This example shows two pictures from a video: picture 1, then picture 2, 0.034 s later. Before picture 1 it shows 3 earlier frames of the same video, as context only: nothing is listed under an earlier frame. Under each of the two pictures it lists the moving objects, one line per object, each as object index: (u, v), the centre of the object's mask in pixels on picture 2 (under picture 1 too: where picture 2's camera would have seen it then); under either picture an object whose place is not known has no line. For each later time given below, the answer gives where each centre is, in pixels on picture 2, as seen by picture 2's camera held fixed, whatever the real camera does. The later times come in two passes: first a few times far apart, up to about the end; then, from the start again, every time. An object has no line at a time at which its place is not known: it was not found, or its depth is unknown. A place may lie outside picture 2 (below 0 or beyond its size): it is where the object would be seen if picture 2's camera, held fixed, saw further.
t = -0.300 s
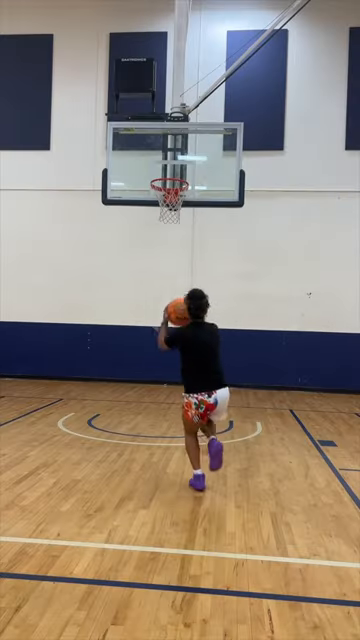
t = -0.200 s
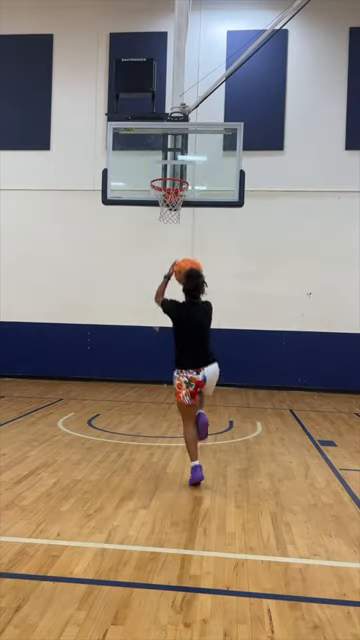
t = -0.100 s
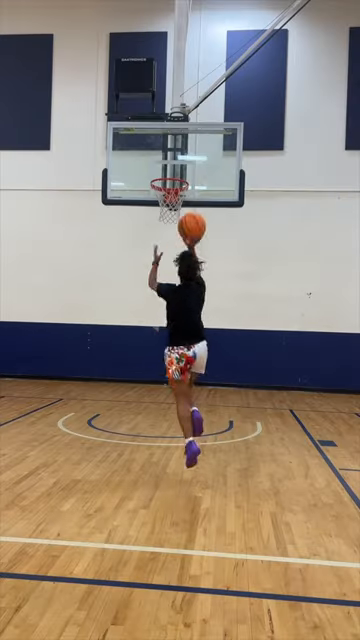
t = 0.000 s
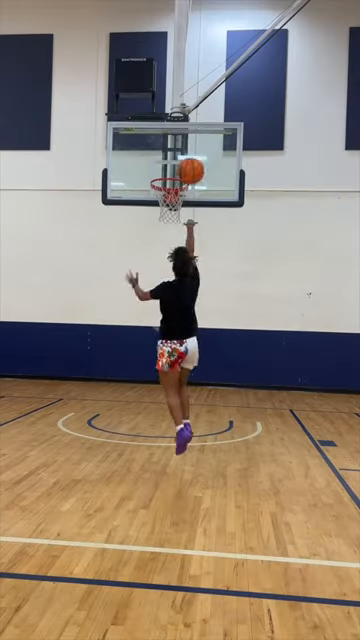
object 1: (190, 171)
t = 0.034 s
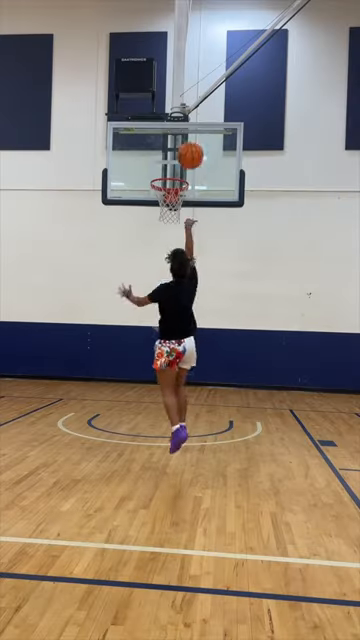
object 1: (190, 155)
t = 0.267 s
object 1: (186, 94)
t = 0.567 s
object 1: (179, 102)
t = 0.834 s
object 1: (174, 166)
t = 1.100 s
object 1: (164, 242)
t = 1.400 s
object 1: (152, 372)
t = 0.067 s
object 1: (189, 142)
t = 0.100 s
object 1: (189, 130)
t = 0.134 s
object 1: (188, 120)
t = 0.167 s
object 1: (188, 111)
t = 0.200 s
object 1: (187, 104)
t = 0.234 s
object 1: (187, 99)
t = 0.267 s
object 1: (186, 94)
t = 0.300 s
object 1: (185, 90)
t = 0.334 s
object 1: (184, 88)
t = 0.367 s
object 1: (184, 88)
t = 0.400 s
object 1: (183, 88)
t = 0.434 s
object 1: (182, 89)
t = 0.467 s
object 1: (182, 91)
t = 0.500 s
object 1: (181, 94)
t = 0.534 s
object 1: (180, 98)
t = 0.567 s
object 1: (179, 102)
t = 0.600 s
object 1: (179, 108)
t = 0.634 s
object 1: (178, 114)
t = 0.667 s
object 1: (177, 121)
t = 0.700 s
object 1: (177, 129)
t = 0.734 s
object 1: (176, 137)
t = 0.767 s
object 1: (175, 146)
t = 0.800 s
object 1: (174, 155)
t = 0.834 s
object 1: (174, 166)
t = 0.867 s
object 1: (173, 177)
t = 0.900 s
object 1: (171, 191)
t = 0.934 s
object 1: (171, 198)
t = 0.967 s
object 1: (168, 206)
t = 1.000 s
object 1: (167, 215)
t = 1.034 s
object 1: (167, 223)
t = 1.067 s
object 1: (165, 232)
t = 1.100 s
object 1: (164, 242)
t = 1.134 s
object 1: (163, 253)
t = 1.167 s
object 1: (162, 265)
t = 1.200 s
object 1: (160, 278)
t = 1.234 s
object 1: (159, 291)
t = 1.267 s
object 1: (158, 306)
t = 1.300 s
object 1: (157, 321)
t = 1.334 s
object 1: (155, 337)
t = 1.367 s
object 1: (154, 354)
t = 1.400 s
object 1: (152, 372)
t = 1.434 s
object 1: (151, 390)
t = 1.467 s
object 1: (149, 409)
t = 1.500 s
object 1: (149, 406)
